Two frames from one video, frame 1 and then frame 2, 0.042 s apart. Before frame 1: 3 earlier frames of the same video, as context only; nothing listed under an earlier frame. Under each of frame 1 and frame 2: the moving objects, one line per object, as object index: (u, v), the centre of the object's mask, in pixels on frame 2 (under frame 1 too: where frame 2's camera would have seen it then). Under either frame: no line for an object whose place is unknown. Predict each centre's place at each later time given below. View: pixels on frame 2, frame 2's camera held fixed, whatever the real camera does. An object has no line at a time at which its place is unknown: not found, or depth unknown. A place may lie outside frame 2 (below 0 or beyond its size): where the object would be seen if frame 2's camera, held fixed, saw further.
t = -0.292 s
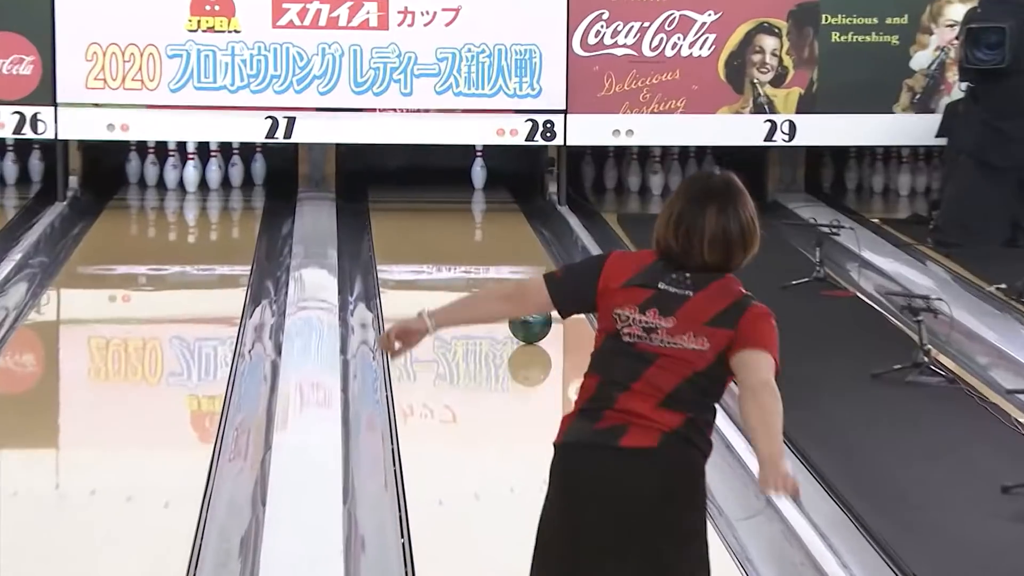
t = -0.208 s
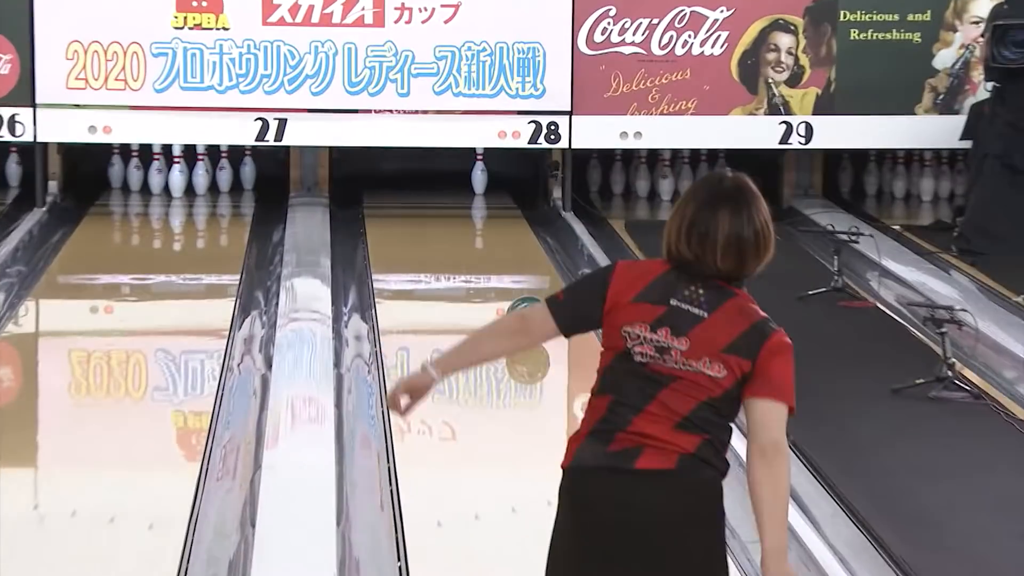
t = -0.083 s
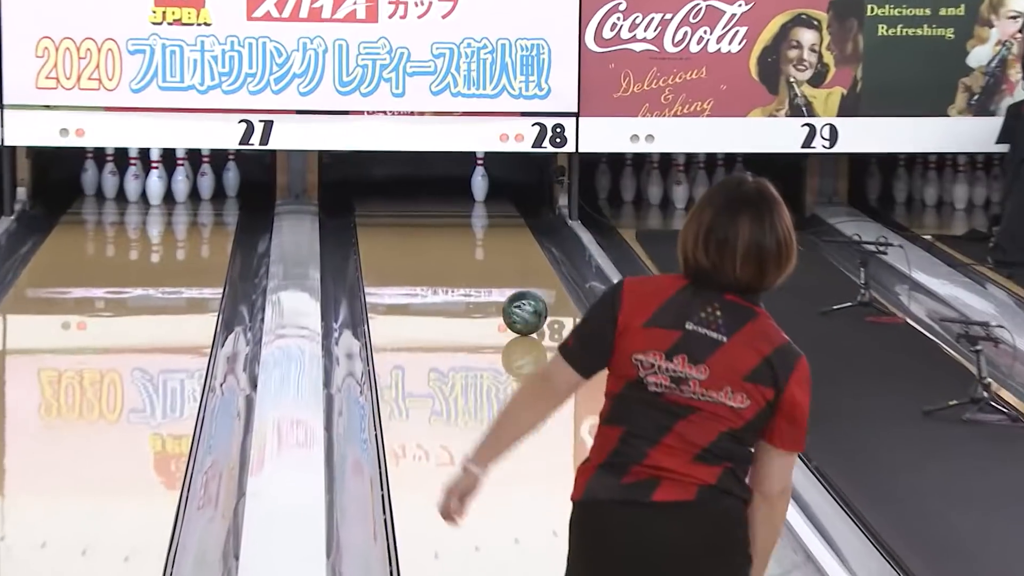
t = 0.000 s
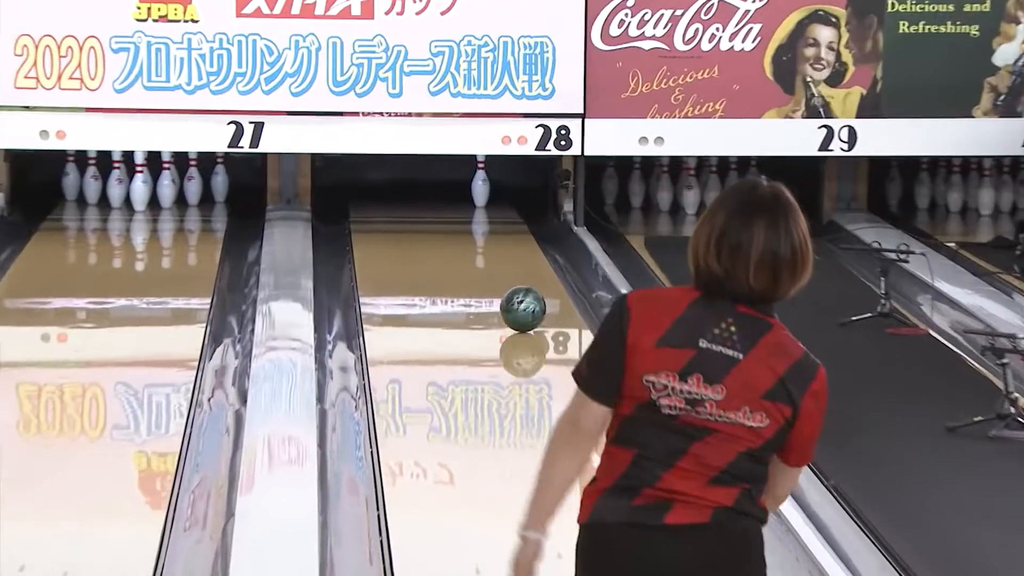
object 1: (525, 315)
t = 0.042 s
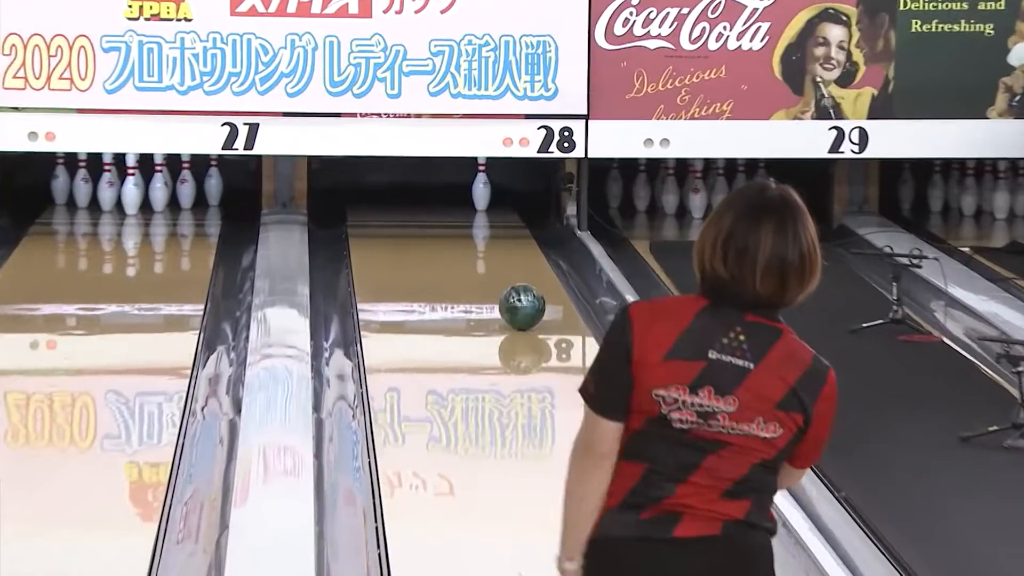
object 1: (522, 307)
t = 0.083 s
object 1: (520, 301)
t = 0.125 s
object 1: (517, 293)
